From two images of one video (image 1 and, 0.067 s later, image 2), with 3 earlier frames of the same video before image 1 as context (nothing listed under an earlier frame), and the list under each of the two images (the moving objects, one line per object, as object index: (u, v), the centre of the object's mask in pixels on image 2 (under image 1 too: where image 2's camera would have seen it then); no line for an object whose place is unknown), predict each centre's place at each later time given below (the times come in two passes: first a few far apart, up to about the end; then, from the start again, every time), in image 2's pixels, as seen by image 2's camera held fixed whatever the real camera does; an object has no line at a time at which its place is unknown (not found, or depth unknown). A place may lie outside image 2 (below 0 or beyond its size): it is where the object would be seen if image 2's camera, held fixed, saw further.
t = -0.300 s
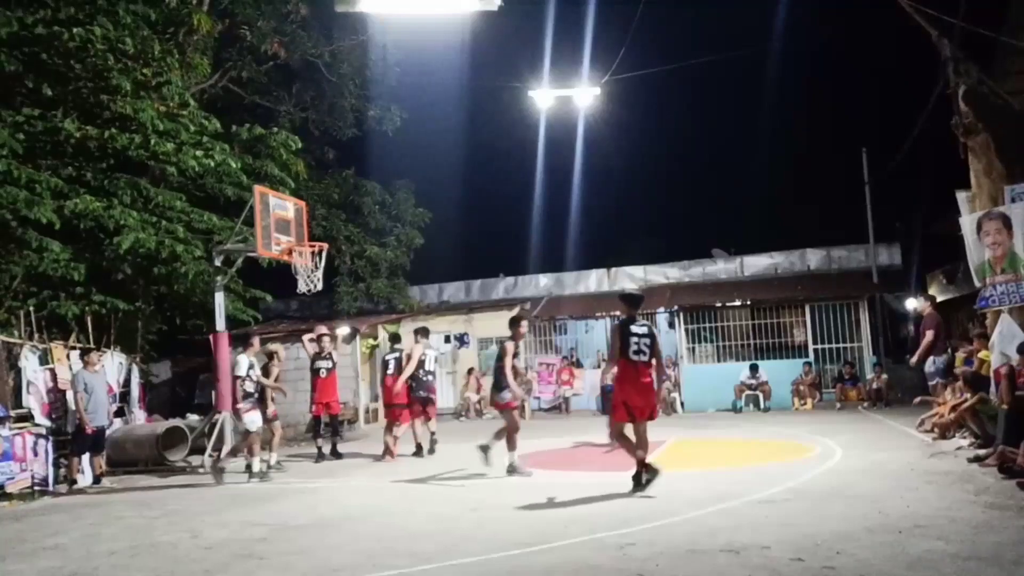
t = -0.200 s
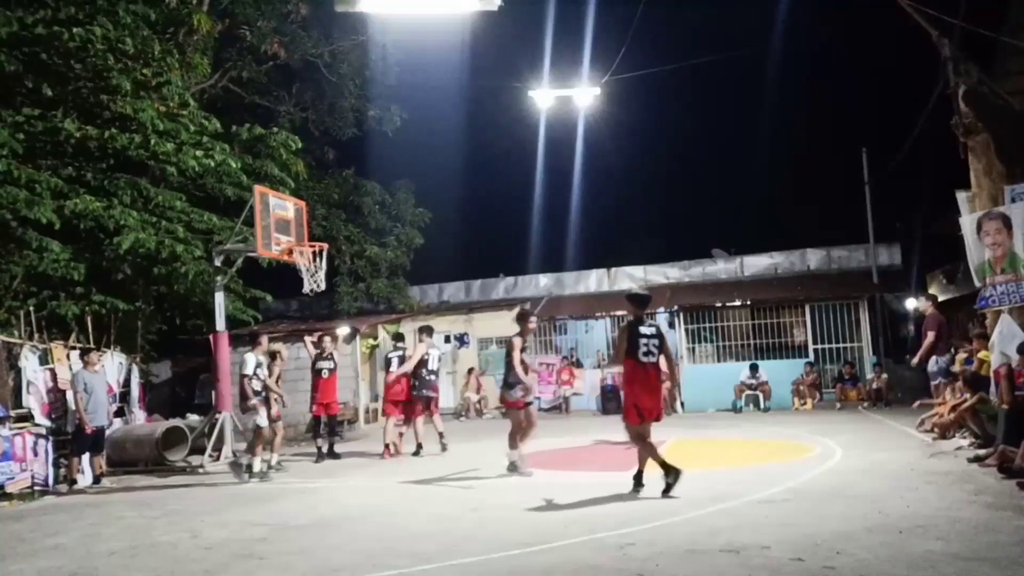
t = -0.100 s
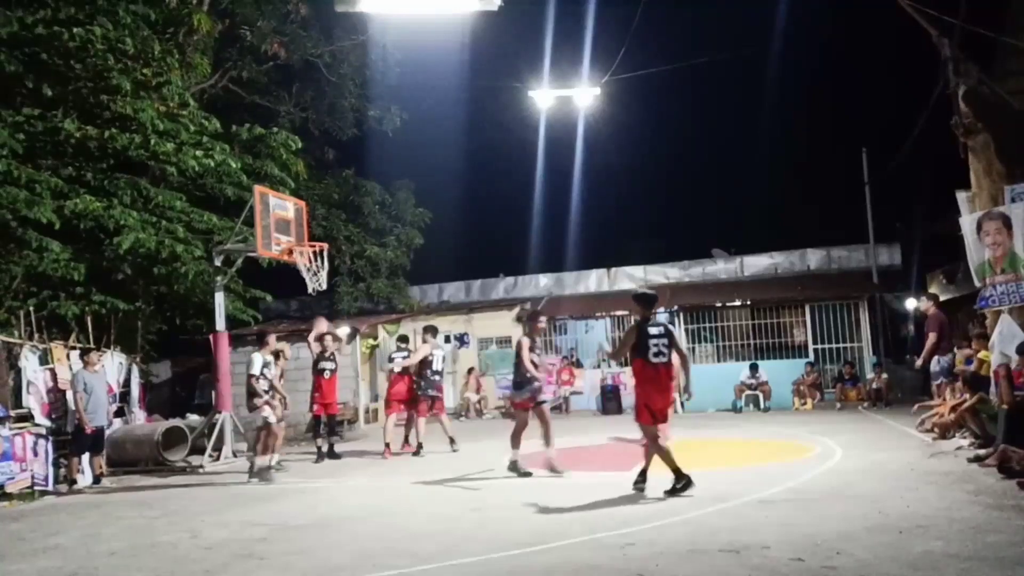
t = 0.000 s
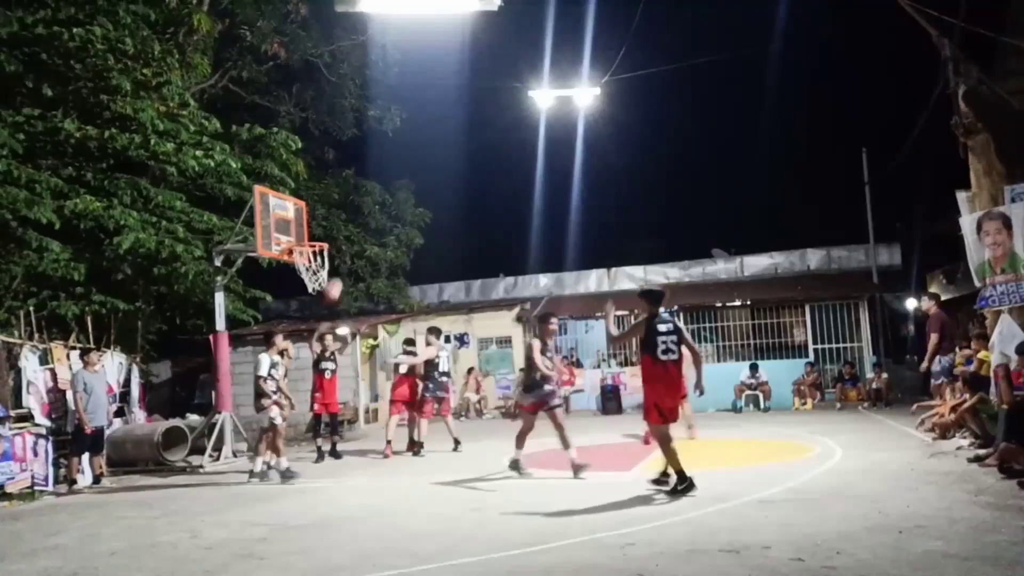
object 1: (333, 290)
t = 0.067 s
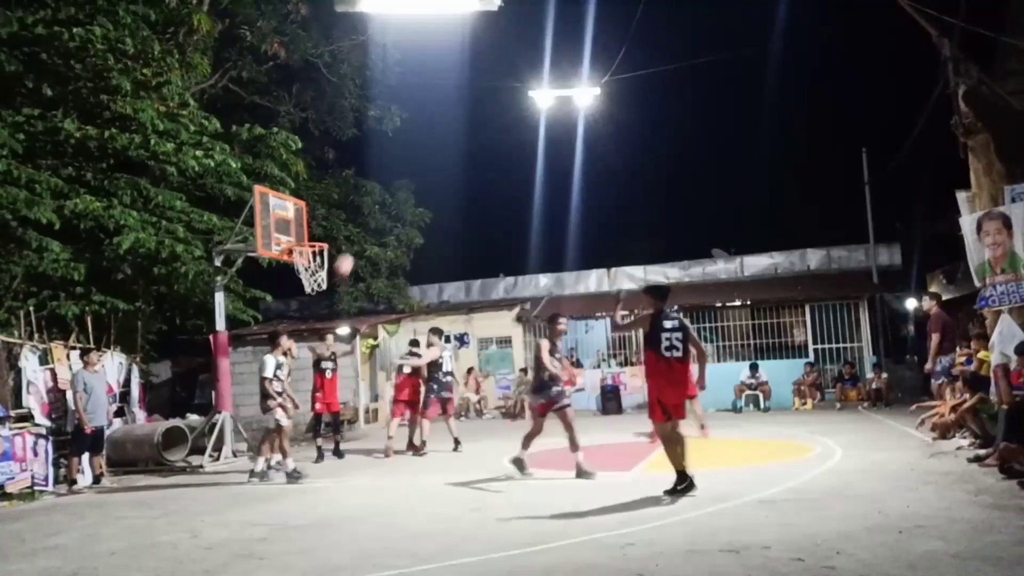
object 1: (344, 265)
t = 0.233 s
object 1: (374, 214)
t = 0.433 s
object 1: (417, 175)
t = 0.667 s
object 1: (485, 166)
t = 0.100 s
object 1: (350, 254)
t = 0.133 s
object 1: (356, 242)
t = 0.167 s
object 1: (362, 232)
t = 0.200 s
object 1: (368, 223)
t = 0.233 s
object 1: (374, 214)
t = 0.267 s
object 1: (381, 206)
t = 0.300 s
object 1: (388, 198)
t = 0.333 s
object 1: (395, 191)
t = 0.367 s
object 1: (402, 184)
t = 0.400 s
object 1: (410, 179)
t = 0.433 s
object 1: (417, 175)
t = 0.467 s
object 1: (426, 170)
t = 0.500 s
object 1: (435, 167)
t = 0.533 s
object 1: (444, 165)
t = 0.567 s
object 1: (454, 163)
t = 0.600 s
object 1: (464, 163)
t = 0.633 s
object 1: (474, 164)
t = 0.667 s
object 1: (485, 166)
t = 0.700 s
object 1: (496, 169)
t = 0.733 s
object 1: (508, 173)
